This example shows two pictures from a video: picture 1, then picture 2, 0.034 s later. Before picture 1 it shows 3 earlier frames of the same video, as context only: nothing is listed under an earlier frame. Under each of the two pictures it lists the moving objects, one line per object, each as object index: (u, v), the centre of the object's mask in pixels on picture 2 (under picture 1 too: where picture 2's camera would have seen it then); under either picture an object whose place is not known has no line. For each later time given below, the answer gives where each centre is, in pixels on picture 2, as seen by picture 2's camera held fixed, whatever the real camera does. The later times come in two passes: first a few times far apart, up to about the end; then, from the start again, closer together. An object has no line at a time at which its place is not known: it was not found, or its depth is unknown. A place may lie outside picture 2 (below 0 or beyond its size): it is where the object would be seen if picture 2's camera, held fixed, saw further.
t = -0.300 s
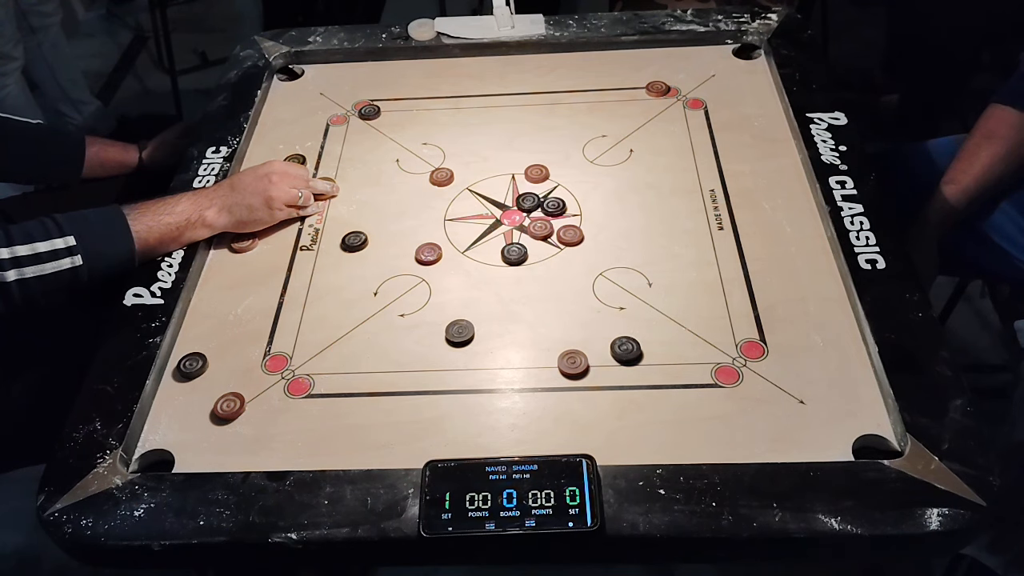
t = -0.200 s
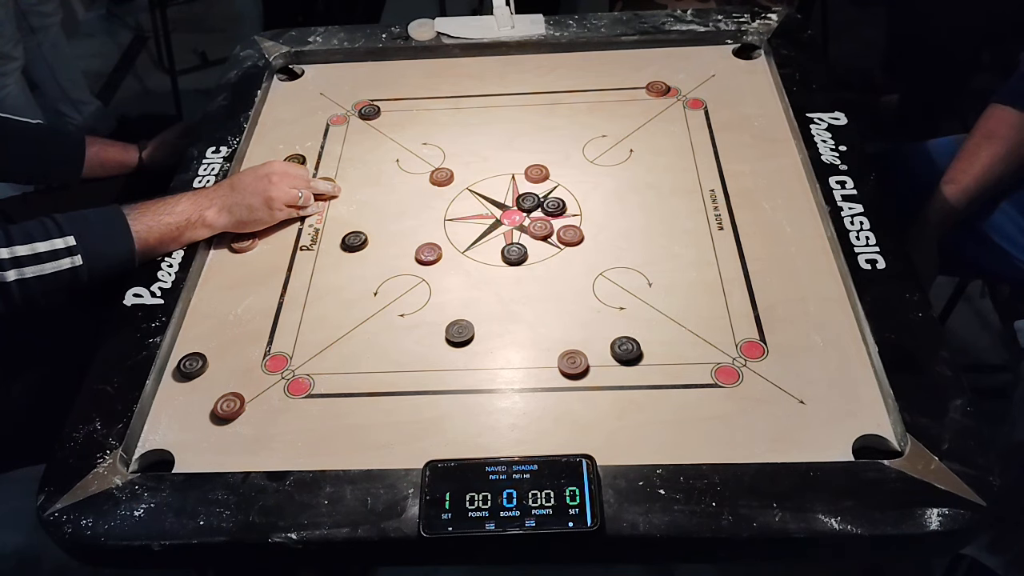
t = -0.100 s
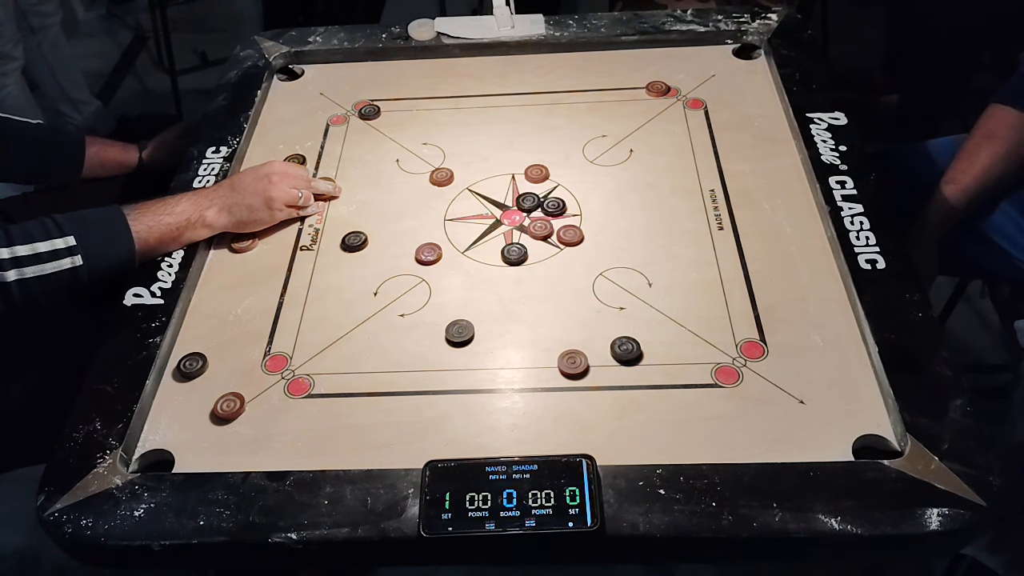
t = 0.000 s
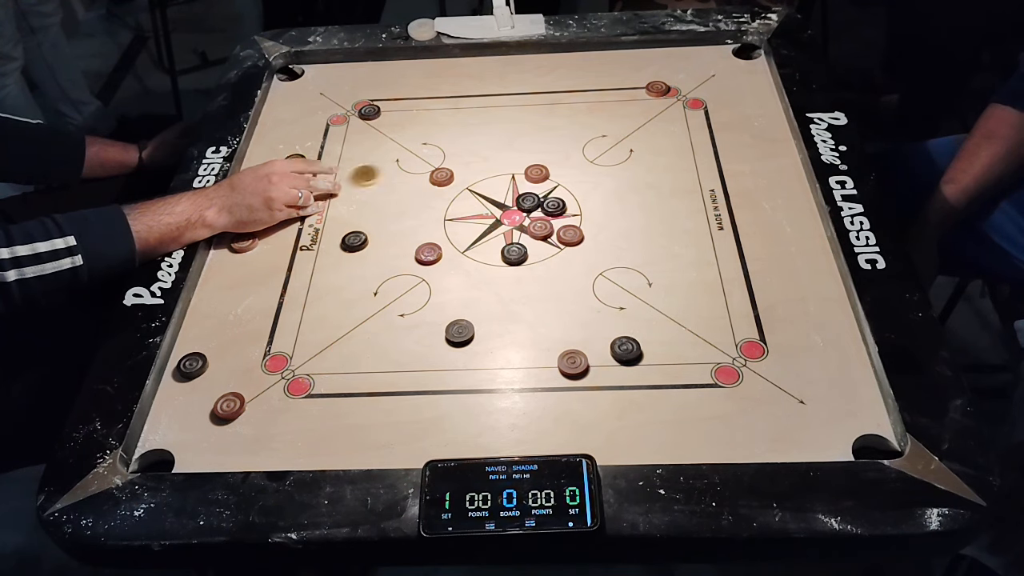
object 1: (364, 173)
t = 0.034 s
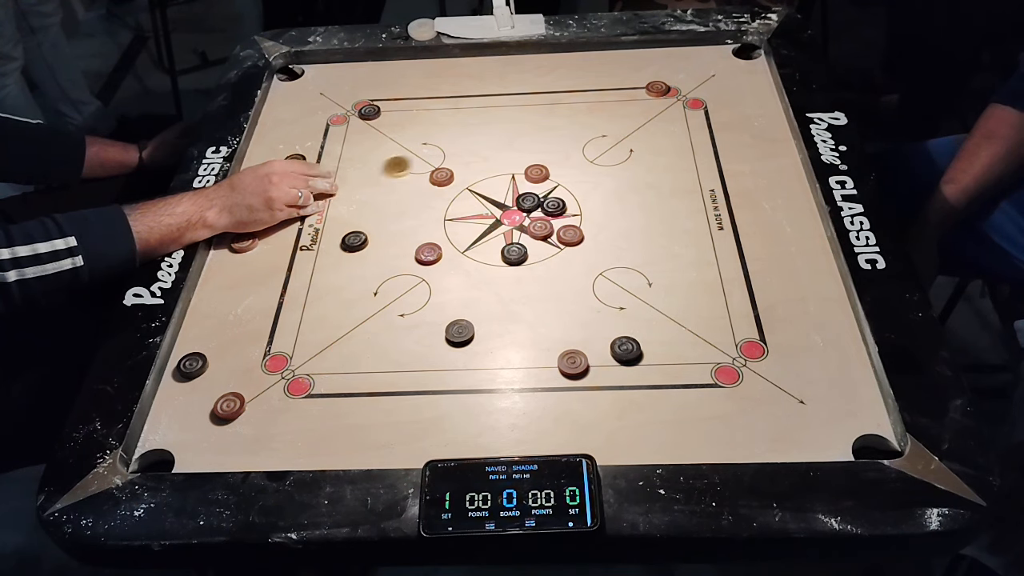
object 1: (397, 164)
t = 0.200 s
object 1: (535, 125)
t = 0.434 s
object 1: (658, 94)
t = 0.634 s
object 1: (686, 90)
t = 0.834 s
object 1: (687, 90)
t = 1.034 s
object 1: (687, 90)
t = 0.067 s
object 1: (427, 155)
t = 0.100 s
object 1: (456, 147)
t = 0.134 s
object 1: (483, 140)
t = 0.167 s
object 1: (509, 132)
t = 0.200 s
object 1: (535, 125)
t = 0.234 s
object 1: (558, 119)
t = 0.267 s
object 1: (580, 113)
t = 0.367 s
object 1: (639, 96)
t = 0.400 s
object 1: (649, 95)
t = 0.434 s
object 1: (658, 94)
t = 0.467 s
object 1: (666, 92)
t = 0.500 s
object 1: (672, 92)
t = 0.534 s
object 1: (677, 91)
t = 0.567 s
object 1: (681, 90)
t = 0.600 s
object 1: (684, 90)
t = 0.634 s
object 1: (686, 90)
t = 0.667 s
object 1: (687, 90)
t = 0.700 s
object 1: (687, 90)
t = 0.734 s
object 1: (687, 90)
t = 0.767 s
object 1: (687, 90)
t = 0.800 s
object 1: (687, 90)
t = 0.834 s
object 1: (687, 90)
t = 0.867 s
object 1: (687, 90)
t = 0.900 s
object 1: (688, 90)
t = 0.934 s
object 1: (687, 90)
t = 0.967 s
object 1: (687, 90)
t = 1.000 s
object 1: (687, 90)
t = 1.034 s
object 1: (687, 90)
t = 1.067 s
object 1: (687, 90)
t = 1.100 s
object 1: (687, 90)
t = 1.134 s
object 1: (687, 90)
